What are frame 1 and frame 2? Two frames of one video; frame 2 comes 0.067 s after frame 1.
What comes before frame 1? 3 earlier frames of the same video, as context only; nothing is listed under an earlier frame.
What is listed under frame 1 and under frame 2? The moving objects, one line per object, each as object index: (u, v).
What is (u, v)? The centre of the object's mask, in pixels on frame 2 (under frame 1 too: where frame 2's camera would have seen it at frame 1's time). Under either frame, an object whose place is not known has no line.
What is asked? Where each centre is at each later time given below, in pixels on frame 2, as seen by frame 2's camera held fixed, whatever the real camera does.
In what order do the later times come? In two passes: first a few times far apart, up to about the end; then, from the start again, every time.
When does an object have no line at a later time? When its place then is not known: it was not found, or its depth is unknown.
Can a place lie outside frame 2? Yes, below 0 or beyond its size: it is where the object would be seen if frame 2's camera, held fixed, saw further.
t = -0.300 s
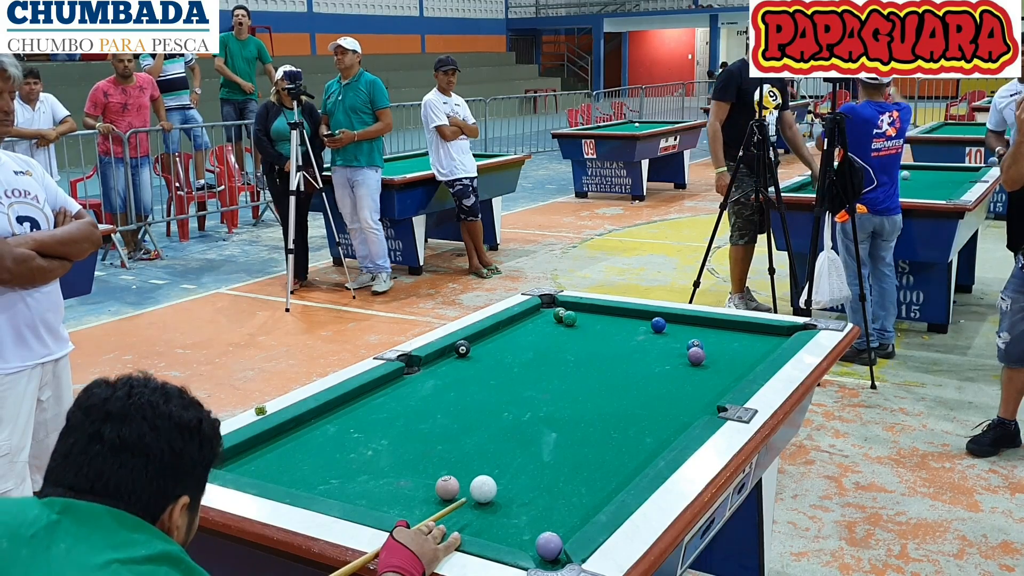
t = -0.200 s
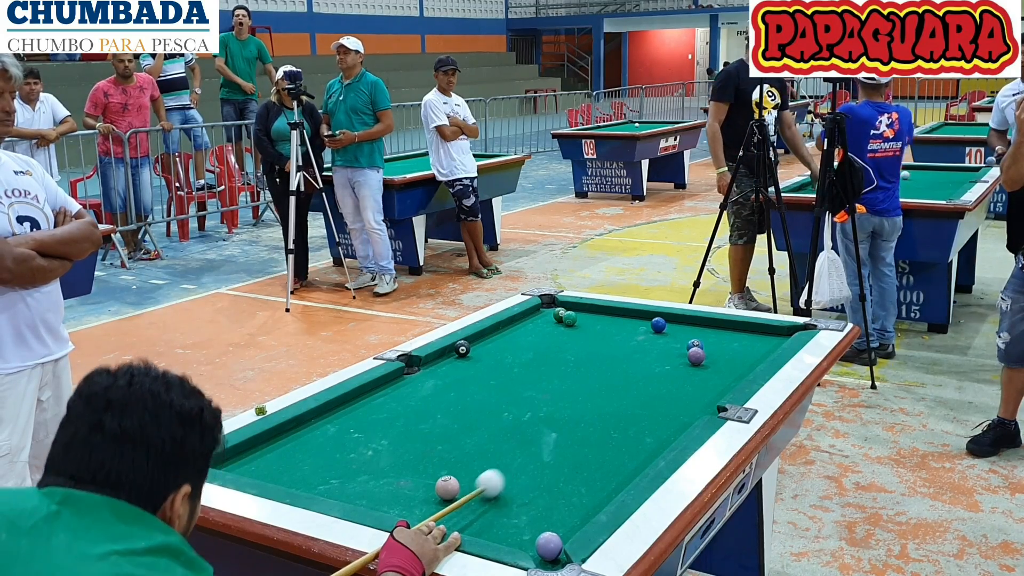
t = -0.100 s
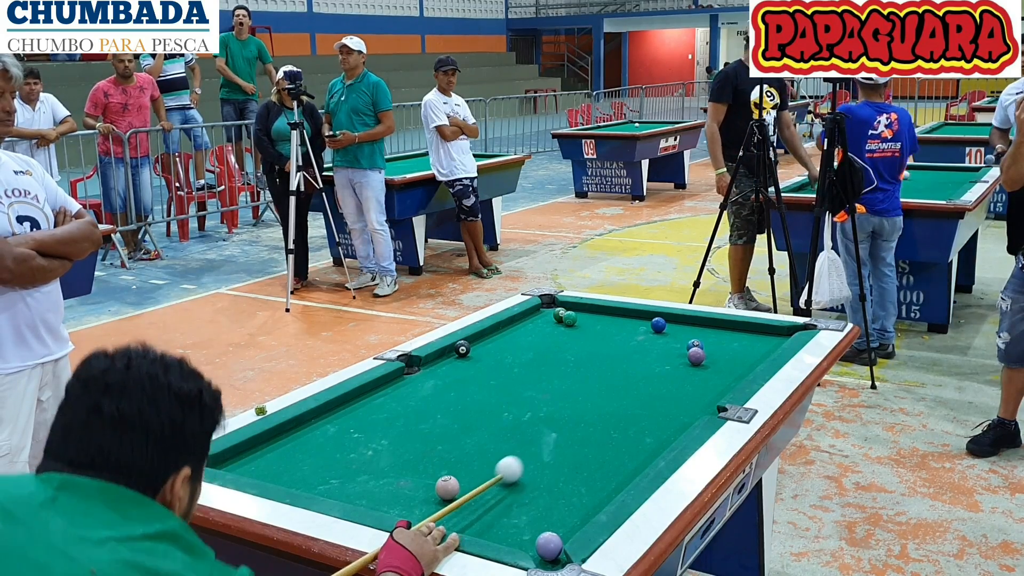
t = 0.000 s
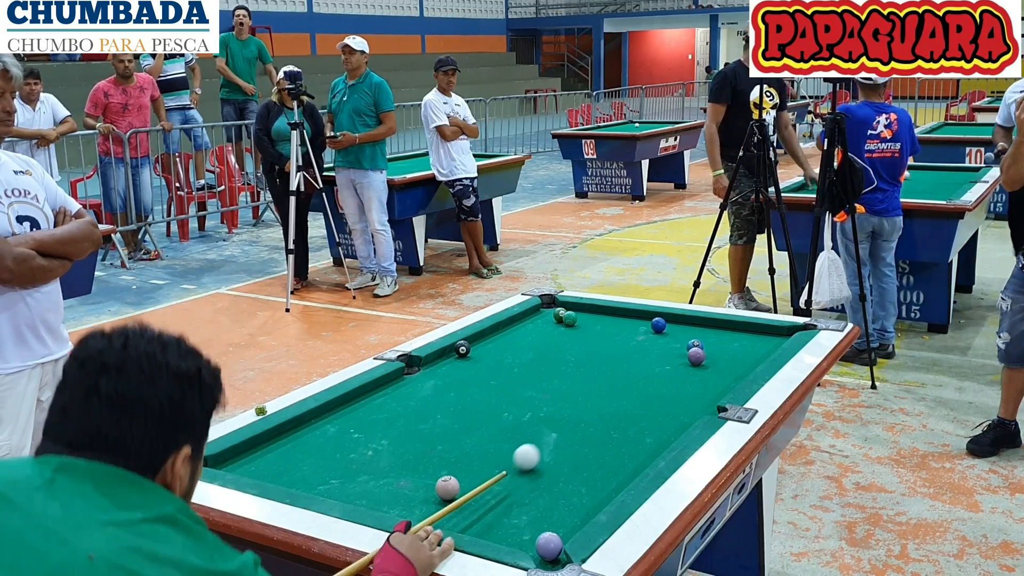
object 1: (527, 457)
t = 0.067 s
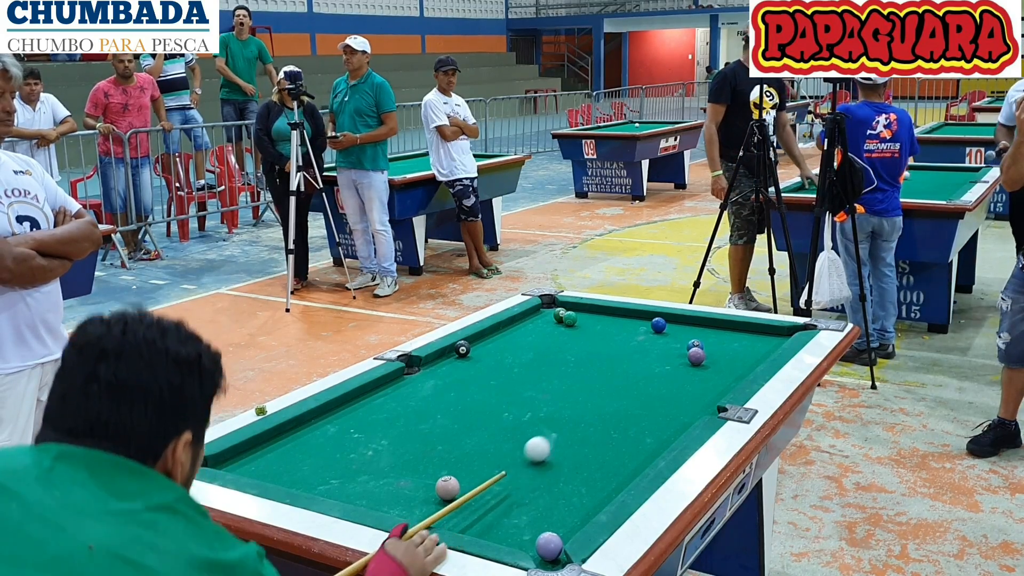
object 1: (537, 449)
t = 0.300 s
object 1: (570, 424)
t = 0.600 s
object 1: (606, 398)
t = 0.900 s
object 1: (634, 376)
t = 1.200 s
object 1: (659, 358)
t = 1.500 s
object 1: (678, 343)
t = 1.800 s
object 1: (697, 330)
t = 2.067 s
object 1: (707, 323)
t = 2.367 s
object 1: (696, 330)
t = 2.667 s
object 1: (685, 336)
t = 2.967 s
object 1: (677, 343)
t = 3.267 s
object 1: (669, 349)
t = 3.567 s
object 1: (661, 354)
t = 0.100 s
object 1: (542, 445)
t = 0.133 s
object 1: (547, 442)
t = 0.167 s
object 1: (552, 438)
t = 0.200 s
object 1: (557, 435)
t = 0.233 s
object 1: (561, 431)
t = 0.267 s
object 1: (566, 428)
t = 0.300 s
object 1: (570, 424)
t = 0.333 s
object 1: (575, 421)
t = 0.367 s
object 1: (579, 418)
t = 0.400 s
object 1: (583, 415)
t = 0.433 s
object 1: (587, 412)
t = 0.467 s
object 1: (591, 409)
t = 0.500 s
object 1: (595, 406)
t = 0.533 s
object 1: (598, 404)
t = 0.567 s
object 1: (602, 401)
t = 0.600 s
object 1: (606, 398)
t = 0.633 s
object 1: (609, 396)
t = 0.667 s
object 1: (612, 393)
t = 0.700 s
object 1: (616, 390)
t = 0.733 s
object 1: (619, 388)
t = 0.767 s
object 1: (622, 386)
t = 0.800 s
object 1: (625, 383)
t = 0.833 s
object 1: (628, 381)
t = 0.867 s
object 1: (631, 379)
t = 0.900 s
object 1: (634, 376)
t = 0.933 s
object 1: (637, 374)
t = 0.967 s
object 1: (640, 372)
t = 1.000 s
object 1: (643, 370)
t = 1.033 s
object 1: (646, 368)
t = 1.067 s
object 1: (648, 366)
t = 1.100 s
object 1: (651, 364)
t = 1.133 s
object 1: (654, 362)
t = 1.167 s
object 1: (656, 360)
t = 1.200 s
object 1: (659, 358)
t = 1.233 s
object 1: (661, 356)
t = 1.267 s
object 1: (663, 355)
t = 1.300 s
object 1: (666, 353)
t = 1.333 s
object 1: (668, 351)
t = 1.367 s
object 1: (670, 349)
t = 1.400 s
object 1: (672, 348)
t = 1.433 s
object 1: (674, 346)
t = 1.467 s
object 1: (677, 344)
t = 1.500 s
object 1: (678, 343)
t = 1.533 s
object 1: (680, 341)
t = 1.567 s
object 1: (682, 339)
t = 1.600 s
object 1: (684, 337)
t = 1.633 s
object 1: (686, 336)
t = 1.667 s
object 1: (689, 335)
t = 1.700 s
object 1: (691, 333)
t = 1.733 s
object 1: (693, 332)
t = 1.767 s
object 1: (695, 331)
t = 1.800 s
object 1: (697, 330)
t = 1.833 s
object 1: (699, 329)
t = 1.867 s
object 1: (700, 327)
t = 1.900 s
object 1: (702, 326)
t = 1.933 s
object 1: (704, 325)
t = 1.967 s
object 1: (705, 324)
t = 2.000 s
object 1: (707, 322)
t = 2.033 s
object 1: (708, 322)
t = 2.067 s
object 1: (707, 323)
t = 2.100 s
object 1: (705, 323)
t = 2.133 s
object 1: (704, 324)
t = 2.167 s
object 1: (703, 325)
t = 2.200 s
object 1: (702, 326)
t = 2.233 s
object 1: (700, 327)
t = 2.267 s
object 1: (699, 327)
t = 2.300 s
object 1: (698, 328)
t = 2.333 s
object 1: (697, 329)
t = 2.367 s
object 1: (696, 330)
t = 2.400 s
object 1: (695, 330)
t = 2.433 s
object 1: (693, 331)
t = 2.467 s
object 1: (692, 332)
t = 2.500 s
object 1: (691, 332)
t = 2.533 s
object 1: (690, 333)
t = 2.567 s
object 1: (689, 334)
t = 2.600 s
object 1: (688, 334)
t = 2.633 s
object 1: (686, 335)
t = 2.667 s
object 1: (685, 336)
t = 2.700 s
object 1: (684, 337)
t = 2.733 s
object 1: (683, 338)
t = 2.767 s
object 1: (682, 338)
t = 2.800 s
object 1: (681, 339)
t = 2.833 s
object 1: (680, 340)
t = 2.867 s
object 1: (679, 341)
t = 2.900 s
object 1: (679, 342)
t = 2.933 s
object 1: (678, 343)
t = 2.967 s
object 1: (677, 343)
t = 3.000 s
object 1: (676, 344)
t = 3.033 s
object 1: (675, 345)
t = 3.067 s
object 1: (674, 345)
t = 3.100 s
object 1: (673, 346)
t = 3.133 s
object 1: (673, 347)
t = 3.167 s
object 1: (672, 347)
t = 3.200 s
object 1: (671, 348)
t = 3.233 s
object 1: (670, 349)
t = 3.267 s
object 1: (669, 349)
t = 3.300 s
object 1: (668, 350)
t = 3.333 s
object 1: (667, 350)
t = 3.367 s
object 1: (667, 351)
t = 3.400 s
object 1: (666, 352)
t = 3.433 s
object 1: (665, 352)
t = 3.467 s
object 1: (664, 353)
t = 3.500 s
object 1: (663, 353)
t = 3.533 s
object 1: (662, 354)
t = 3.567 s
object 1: (661, 354)
